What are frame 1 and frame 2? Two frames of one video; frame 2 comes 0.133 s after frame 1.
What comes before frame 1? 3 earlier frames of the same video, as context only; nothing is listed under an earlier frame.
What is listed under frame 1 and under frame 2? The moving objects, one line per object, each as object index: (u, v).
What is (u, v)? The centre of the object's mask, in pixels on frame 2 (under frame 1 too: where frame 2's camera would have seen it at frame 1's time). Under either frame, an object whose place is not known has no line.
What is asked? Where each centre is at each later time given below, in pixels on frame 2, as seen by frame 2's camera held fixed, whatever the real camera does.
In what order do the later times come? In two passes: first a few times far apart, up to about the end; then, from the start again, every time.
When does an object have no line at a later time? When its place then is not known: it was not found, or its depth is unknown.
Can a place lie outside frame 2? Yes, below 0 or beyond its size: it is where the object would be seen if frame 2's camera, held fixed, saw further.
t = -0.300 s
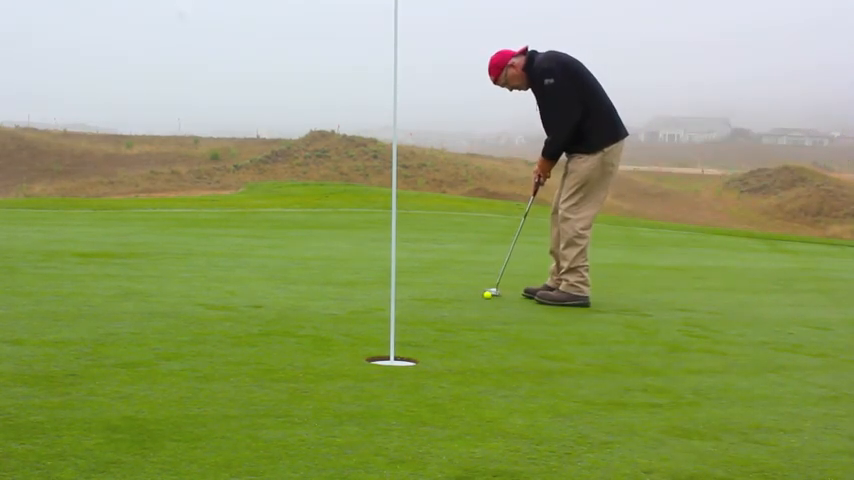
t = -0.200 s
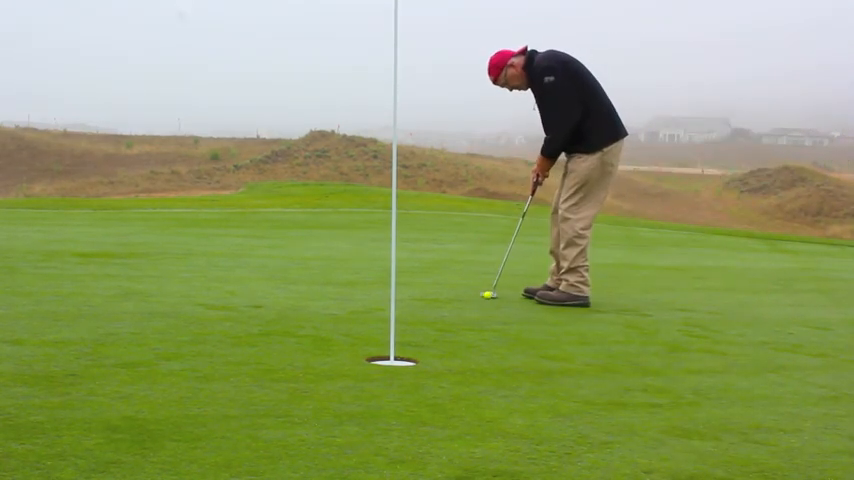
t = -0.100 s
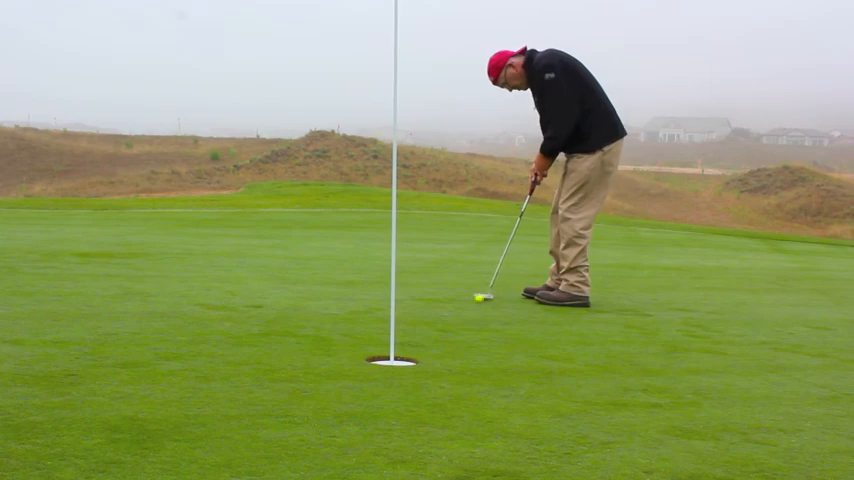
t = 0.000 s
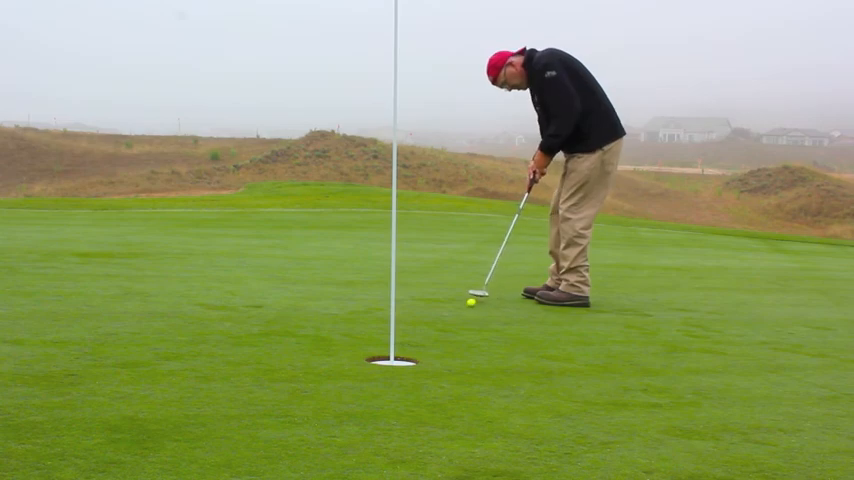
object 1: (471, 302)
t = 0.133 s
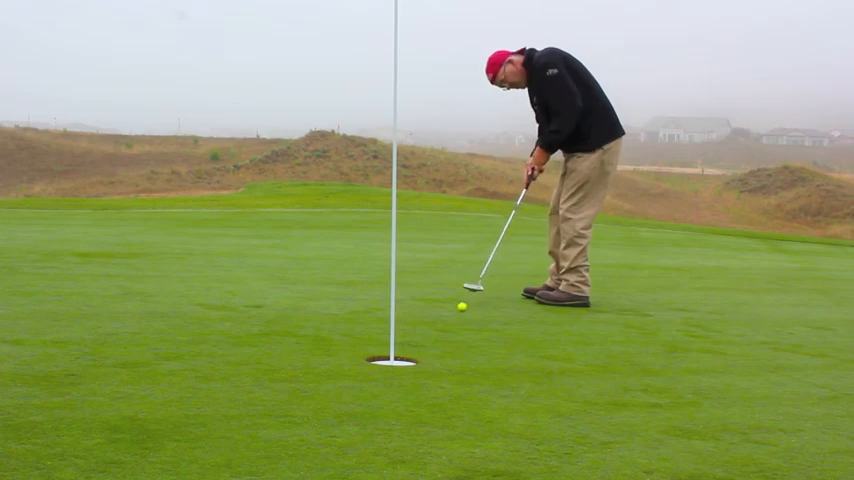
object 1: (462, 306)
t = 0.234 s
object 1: (455, 310)
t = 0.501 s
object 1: (437, 320)
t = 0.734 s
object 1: (422, 329)
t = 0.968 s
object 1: (408, 337)
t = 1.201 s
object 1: (394, 345)
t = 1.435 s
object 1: (380, 358)
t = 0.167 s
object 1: (459, 308)
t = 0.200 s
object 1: (457, 309)
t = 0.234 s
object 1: (455, 310)
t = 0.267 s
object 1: (453, 311)
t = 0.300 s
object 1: (450, 312)
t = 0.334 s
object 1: (448, 313)
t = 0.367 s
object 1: (446, 315)
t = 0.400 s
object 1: (444, 316)
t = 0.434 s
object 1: (442, 317)
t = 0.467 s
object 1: (439, 318)
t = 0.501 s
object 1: (437, 320)
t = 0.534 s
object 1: (435, 321)
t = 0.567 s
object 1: (433, 322)
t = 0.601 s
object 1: (430, 324)
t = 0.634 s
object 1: (428, 325)
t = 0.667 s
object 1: (426, 326)
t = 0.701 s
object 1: (424, 327)
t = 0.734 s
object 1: (422, 329)
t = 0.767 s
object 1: (420, 330)
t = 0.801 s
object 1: (418, 331)
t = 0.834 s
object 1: (416, 332)
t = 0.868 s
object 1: (414, 334)
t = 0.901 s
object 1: (412, 334)
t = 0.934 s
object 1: (410, 336)
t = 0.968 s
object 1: (408, 337)
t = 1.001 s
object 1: (406, 338)
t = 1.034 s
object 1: (404, 340)
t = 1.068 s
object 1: (402, 341)
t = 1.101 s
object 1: (400, 342)
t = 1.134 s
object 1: (398, 343)
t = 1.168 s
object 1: (397, 344)
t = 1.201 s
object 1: (394, 345)
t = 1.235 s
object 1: (392, 346)
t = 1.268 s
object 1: (390, 346)
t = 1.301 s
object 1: (387, 348)
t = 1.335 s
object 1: (385, 349)
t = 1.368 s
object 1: (384, 351)
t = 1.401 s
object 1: (382, 354)
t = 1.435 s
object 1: (380, 358)
